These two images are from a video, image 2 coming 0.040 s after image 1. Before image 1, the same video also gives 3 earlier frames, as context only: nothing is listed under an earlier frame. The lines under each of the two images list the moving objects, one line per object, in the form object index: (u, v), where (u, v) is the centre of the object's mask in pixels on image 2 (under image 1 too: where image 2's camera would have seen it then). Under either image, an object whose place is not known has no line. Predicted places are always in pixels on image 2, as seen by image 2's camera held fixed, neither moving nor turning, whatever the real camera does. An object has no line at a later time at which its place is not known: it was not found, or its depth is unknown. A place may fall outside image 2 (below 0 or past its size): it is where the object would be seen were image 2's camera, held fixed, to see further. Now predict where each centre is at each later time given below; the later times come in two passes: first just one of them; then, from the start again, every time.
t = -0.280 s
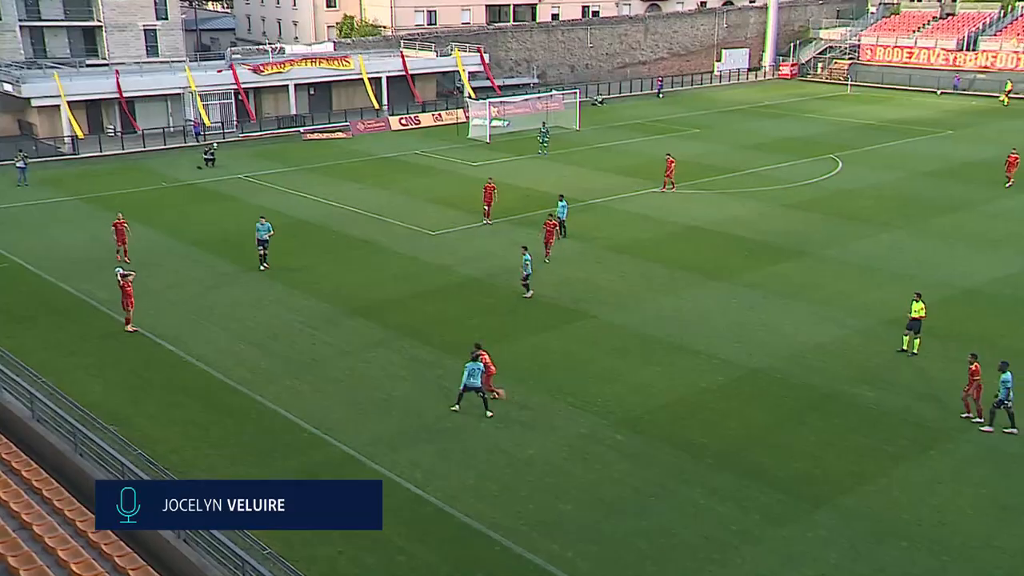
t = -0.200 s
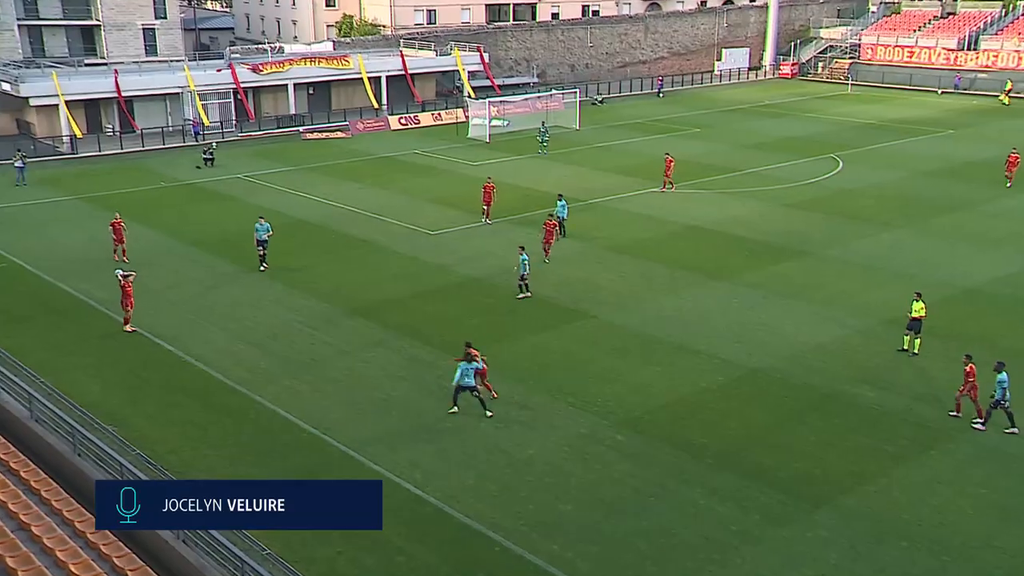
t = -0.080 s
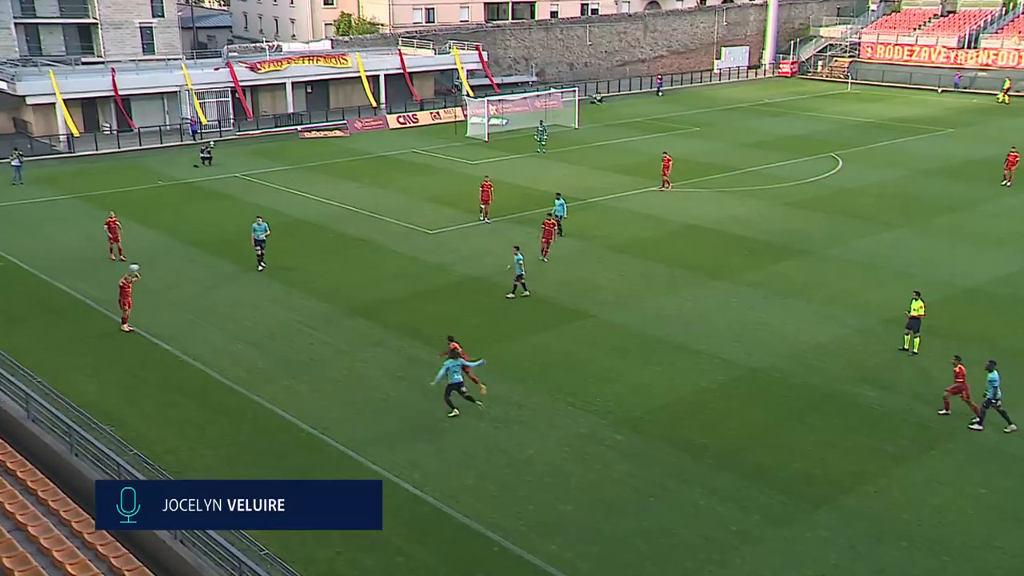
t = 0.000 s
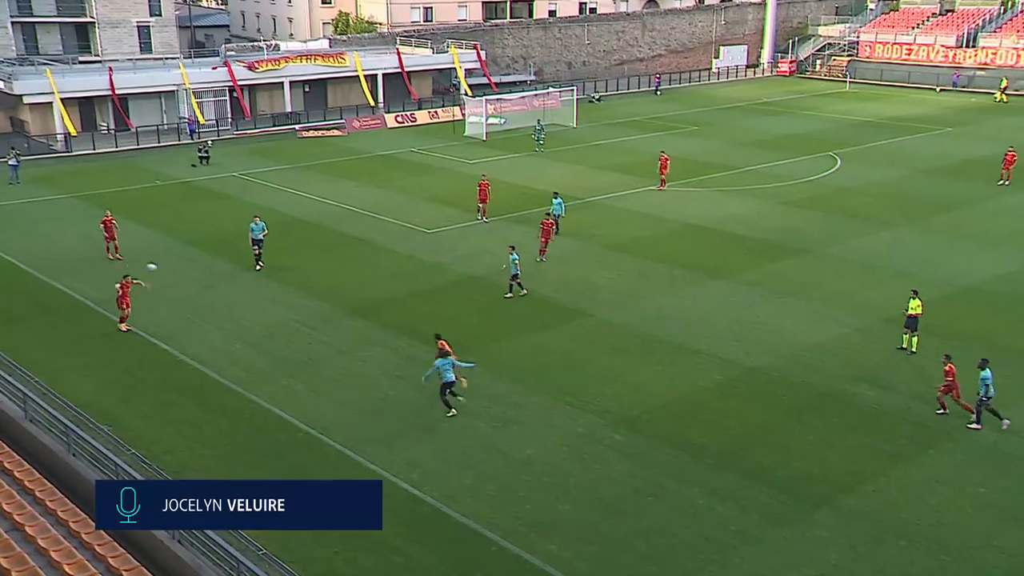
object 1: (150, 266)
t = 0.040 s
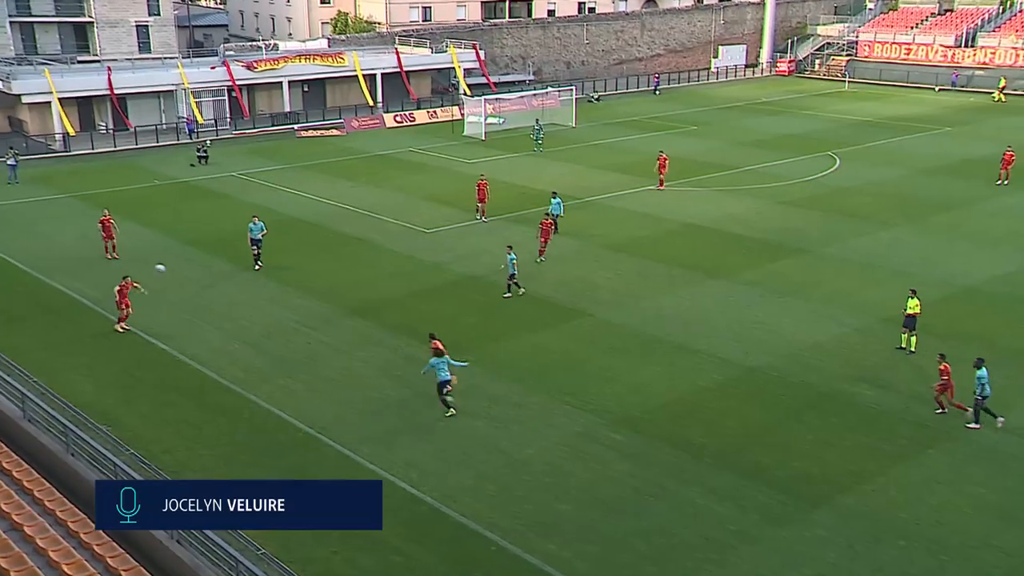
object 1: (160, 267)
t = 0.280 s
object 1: (221, 285)
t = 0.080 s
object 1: (170, 267)
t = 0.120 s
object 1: (180, 270)
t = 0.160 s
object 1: (190, 273)
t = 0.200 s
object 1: (201, 276)
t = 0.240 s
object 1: (211, 281)
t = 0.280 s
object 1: (221, 285)
